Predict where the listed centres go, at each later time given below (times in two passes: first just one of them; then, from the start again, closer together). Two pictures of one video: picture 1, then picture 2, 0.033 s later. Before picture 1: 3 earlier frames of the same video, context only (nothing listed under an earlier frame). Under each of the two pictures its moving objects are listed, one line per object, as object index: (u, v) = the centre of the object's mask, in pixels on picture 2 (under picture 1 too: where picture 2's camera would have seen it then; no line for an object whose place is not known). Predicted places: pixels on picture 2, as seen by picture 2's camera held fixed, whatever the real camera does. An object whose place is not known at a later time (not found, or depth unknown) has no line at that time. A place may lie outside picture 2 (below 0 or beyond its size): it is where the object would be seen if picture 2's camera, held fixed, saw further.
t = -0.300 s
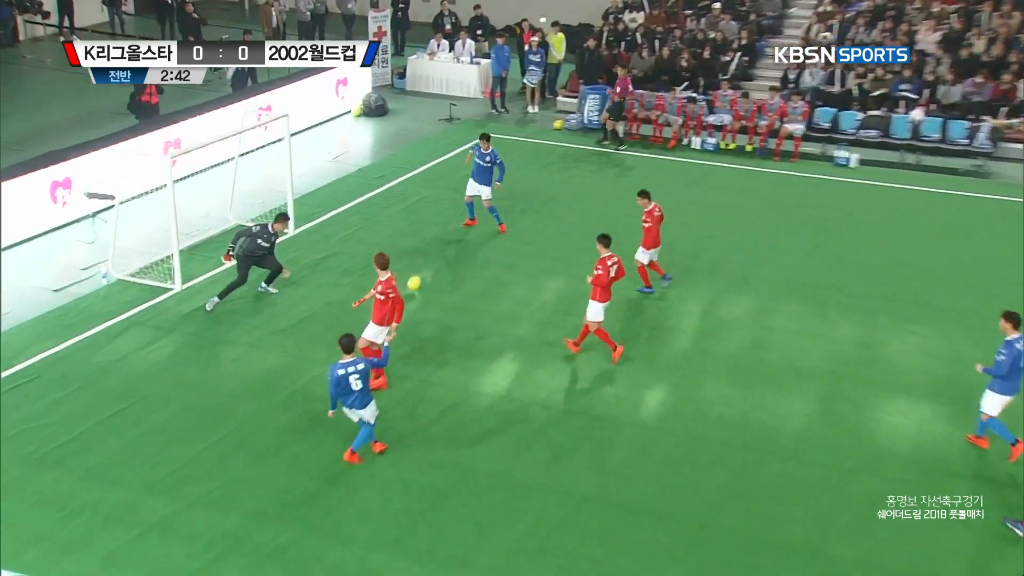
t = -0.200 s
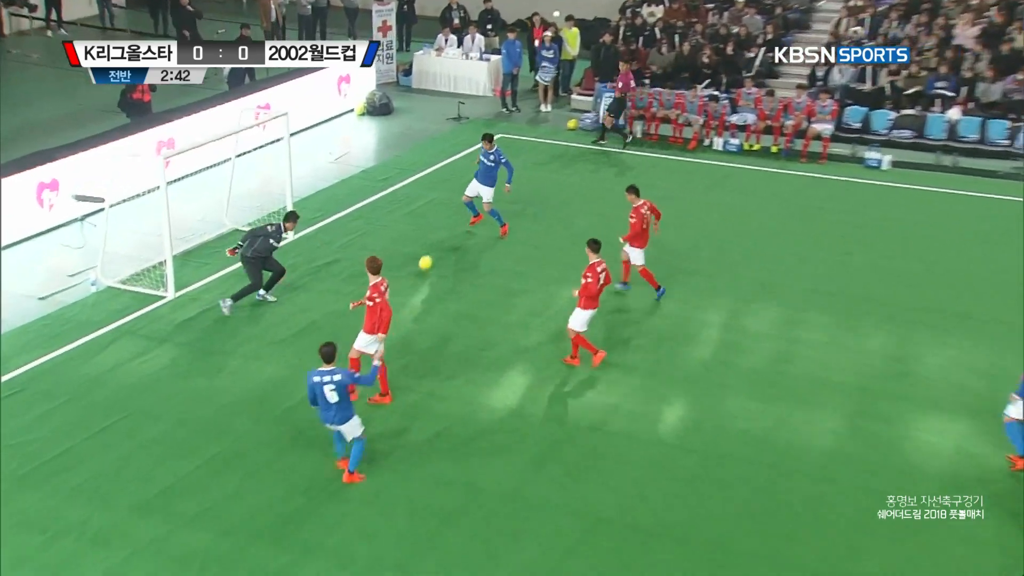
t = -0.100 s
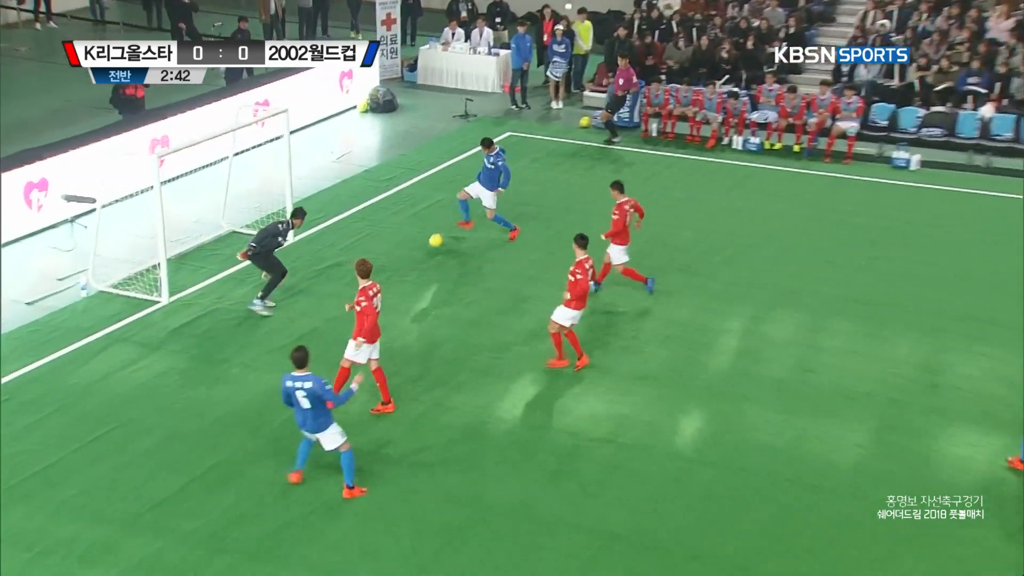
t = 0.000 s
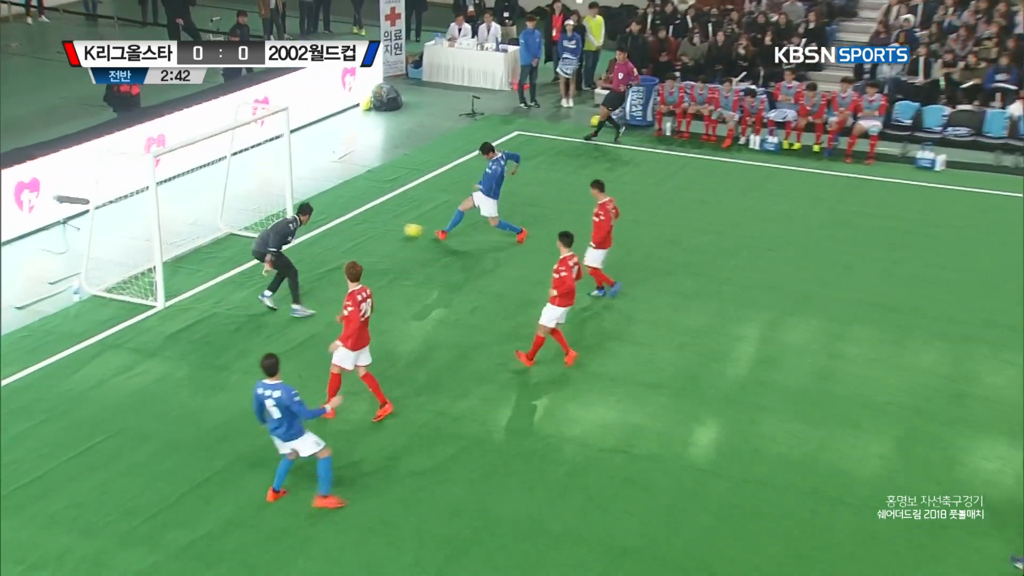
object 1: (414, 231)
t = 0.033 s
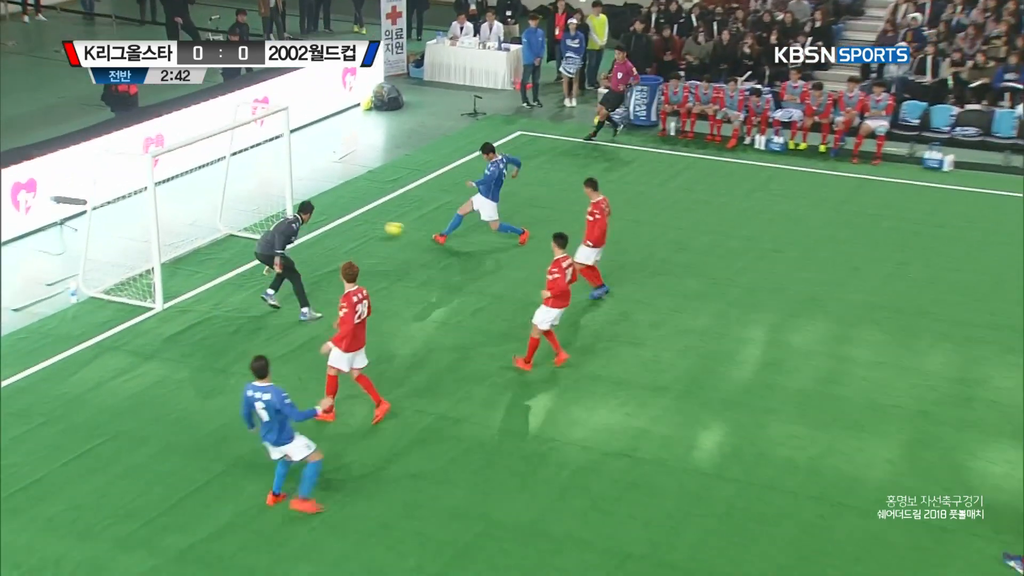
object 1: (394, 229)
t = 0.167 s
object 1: (319, 221)
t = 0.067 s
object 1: (374, 227)
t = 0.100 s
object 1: (355, 226)
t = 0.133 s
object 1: (337, 223)
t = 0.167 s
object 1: (319, 221)
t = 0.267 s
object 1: (269, 215)
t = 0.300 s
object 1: (254, 214)
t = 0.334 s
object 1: (239, 213)
